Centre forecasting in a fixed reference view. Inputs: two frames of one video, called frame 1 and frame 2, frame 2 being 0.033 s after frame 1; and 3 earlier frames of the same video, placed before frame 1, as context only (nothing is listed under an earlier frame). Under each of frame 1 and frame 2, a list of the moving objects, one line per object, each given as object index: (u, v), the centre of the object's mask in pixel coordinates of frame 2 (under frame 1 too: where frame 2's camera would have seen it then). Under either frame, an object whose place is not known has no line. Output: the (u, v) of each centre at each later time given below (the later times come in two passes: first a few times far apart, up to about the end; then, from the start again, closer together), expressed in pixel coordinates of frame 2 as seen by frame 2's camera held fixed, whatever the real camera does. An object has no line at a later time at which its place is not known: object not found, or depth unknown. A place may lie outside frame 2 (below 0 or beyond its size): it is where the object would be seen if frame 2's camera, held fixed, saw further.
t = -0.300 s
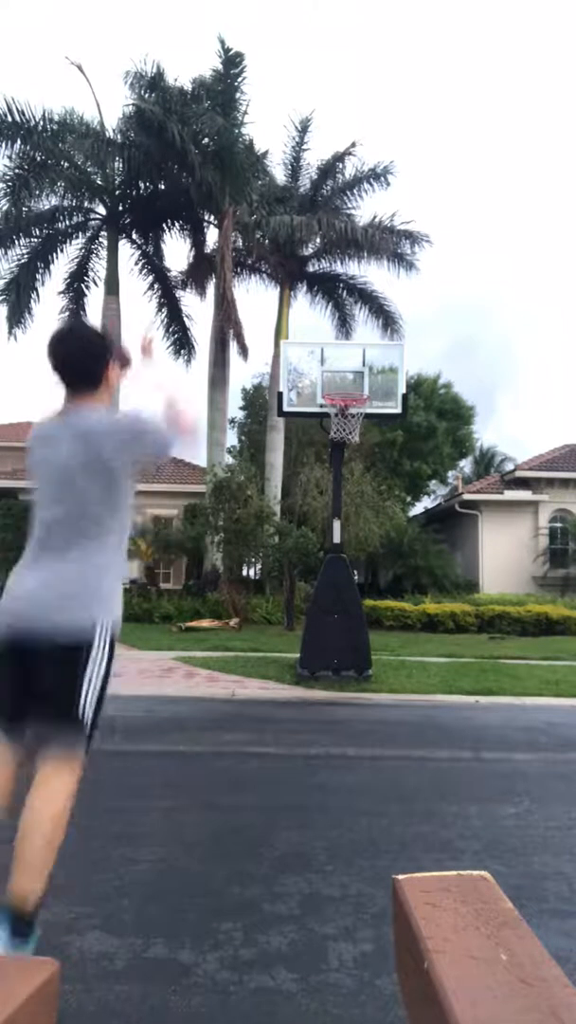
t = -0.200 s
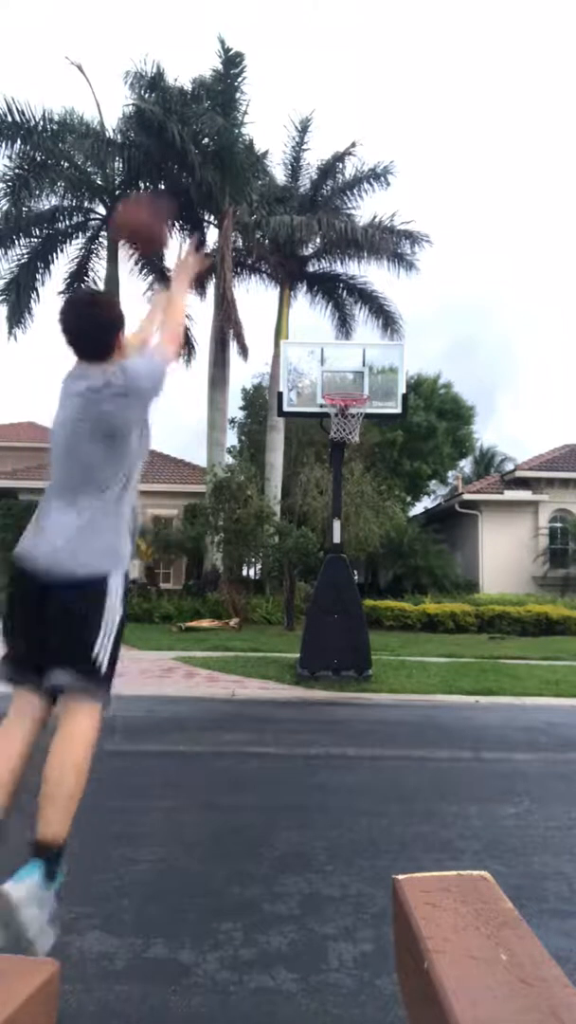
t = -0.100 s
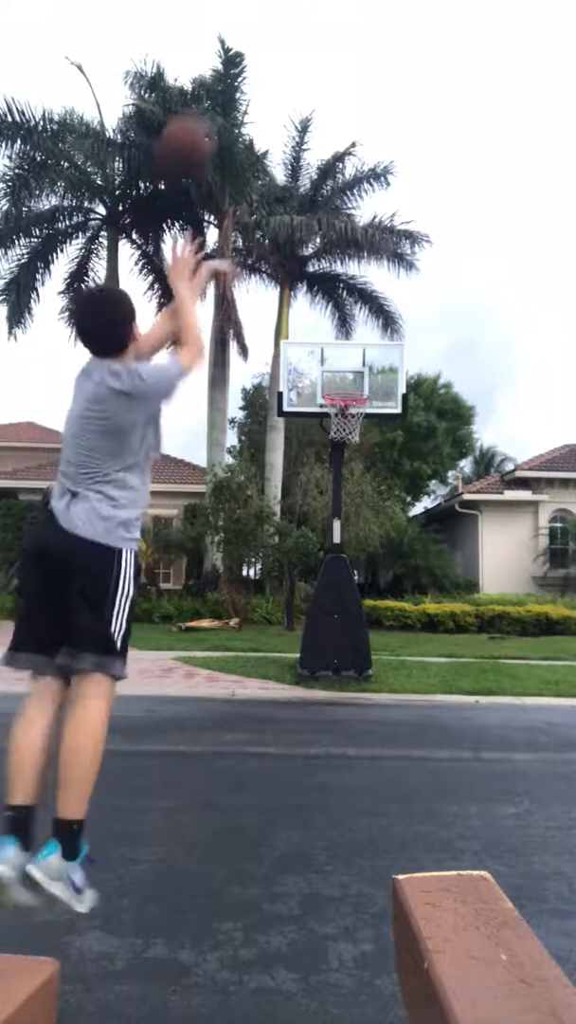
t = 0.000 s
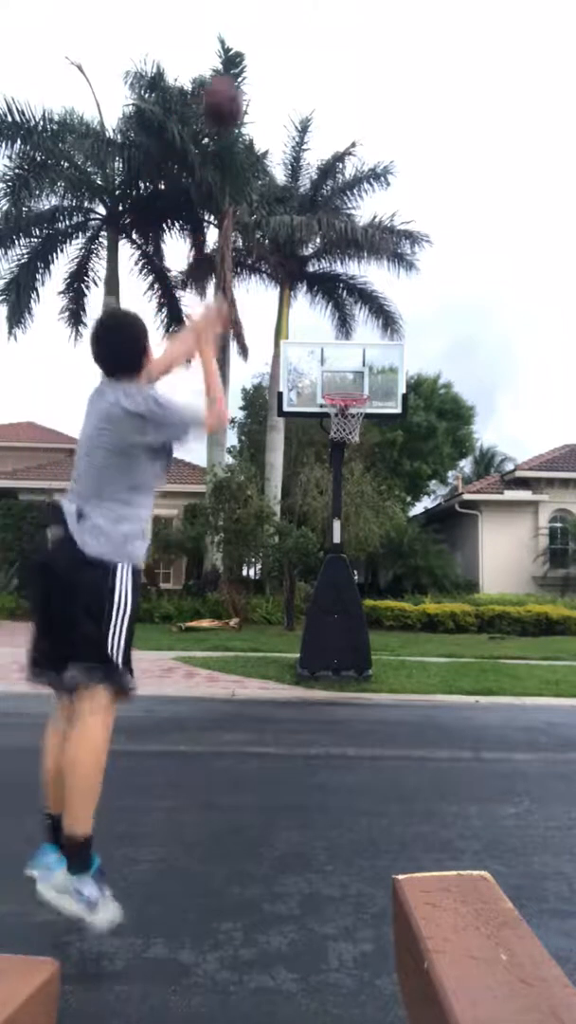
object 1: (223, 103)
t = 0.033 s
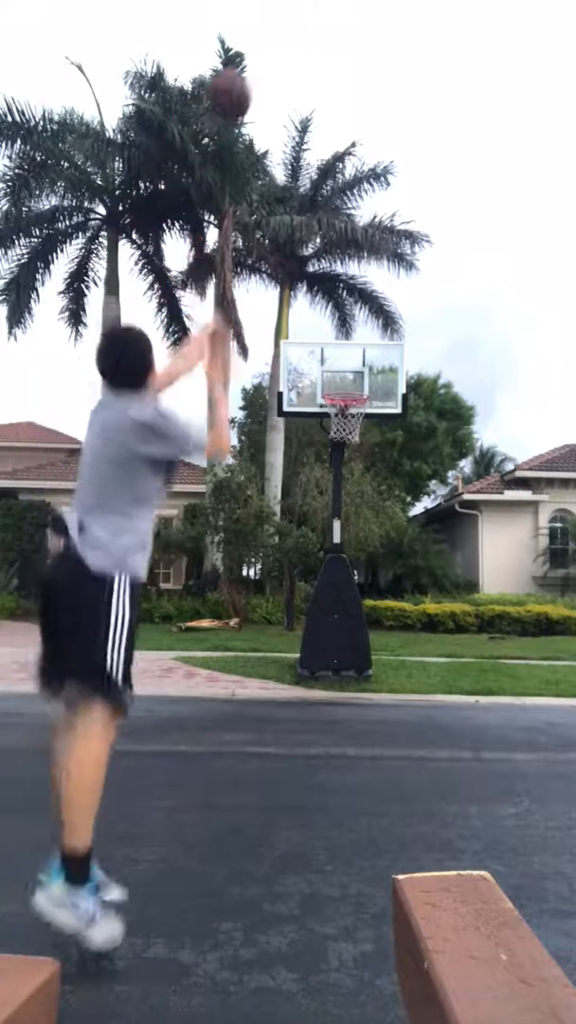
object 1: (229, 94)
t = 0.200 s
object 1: (265, 84)
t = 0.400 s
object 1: (294, 118)
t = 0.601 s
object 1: (315, 184)
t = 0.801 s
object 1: (328, 276)
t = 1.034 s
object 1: (344, 403)
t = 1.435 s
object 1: (360, 563)
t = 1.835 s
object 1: (440, 639)
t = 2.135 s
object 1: (492, 604)
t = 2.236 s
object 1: (511, 609)
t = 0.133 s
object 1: (252, 83)
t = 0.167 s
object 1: (260, 82)
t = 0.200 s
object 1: (265, 84)
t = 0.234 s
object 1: (271, 87)
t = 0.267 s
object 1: (276, 91)
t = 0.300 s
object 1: (281, 96)
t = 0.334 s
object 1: (286, 103)
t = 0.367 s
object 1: (290, 110)
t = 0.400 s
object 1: (294, 118)
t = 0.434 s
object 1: (298, 127)
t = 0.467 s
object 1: (301, 136)
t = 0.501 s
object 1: (304, 147)
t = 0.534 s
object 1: (308, 160)
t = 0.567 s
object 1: (313, 172)
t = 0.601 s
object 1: (315, 184)
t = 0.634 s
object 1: (316, 198)
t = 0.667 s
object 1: (320, 212)
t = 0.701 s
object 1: (321, 226)
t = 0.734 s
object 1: (325, 243)
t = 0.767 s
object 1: (327, 259)
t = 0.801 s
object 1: (328, 276)
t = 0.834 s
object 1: (331, 293)
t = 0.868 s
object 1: (335, 313)
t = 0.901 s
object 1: (334, 331)
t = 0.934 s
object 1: (337, 351)
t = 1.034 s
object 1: (344, 403)
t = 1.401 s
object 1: (358, 544)
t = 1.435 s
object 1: (360, 563)
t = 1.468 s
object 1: (366, 575)
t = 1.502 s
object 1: (373, 585)
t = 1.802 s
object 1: (435, 648)
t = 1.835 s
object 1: (440, 639)
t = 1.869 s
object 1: (446, 631)
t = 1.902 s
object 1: (451, 624)
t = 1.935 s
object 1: (454, 623)
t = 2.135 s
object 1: (492, 604)
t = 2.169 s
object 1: (498, 604)
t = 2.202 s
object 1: (505, 606)
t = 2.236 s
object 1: (511, 609)
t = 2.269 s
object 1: (514, 609)
